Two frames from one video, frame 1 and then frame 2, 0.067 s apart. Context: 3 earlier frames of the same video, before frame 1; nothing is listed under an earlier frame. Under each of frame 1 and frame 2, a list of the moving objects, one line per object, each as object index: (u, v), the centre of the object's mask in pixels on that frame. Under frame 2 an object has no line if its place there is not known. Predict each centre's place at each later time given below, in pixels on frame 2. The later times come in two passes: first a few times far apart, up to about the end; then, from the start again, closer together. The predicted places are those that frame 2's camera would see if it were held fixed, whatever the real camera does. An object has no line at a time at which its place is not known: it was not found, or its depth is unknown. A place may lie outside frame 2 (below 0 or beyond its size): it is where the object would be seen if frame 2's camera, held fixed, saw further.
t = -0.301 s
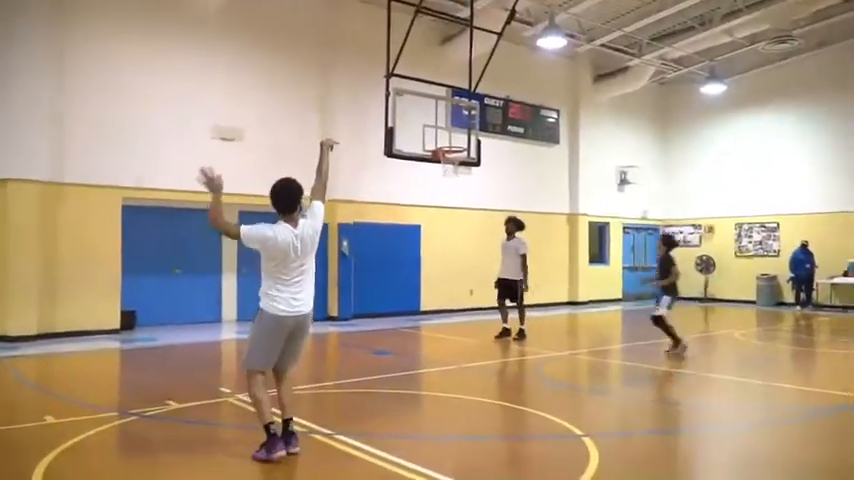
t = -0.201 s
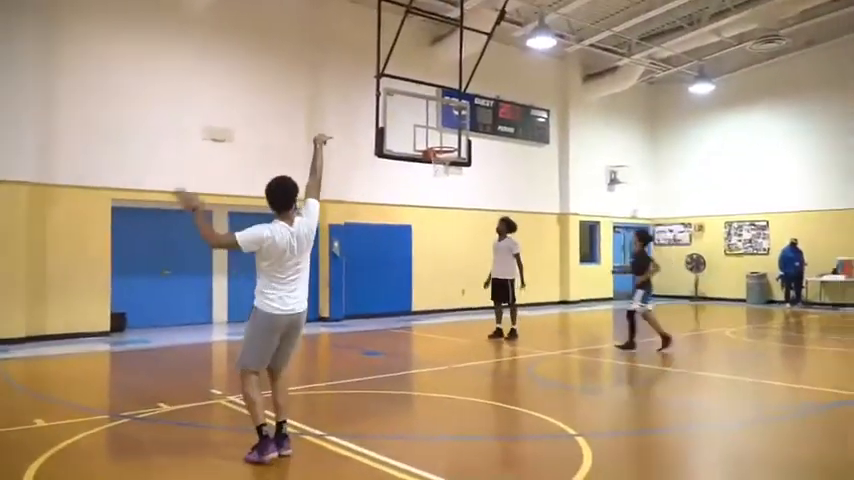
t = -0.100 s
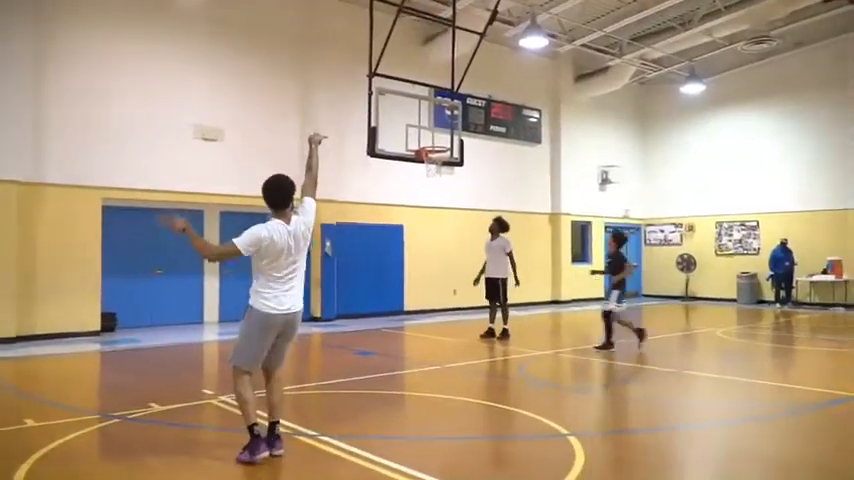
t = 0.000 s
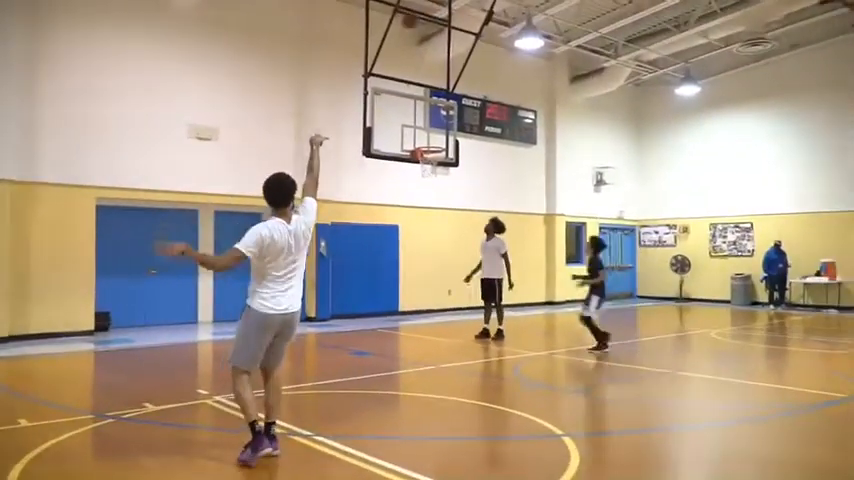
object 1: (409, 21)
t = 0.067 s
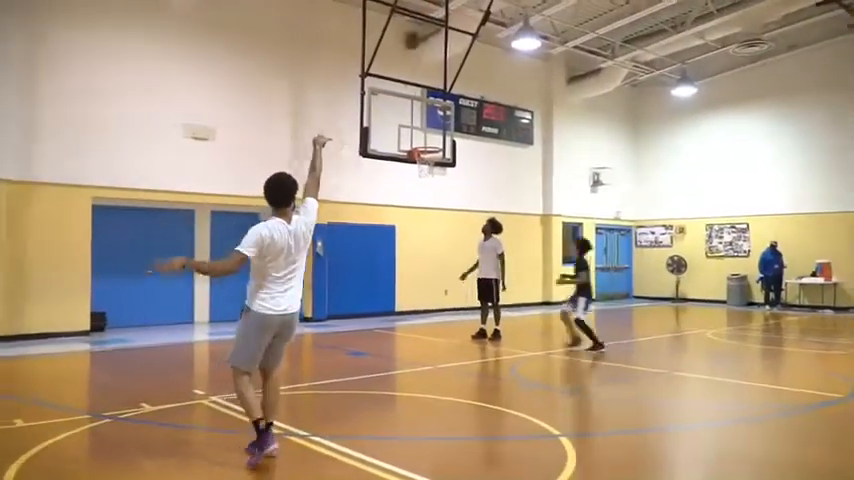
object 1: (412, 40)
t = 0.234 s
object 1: (421, 110)
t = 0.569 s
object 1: (435, 186)
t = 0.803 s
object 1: (439, 234)
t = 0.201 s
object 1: (421, 98)
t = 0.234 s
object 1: (421, 110)
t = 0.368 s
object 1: (430, 164)
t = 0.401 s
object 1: (431, 168)
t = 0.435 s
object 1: (432, 170)
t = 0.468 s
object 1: (432, 173)
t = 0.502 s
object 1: (433, 177)
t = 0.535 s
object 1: (434, 181)
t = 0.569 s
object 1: (435, 186)
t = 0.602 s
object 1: (435, 191)
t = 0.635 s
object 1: (436, 197)
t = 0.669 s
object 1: (437, 203)
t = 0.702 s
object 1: (437, 210)
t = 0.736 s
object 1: (438, 217)
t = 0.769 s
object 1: (439, 225)
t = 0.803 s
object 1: (439, 234)
